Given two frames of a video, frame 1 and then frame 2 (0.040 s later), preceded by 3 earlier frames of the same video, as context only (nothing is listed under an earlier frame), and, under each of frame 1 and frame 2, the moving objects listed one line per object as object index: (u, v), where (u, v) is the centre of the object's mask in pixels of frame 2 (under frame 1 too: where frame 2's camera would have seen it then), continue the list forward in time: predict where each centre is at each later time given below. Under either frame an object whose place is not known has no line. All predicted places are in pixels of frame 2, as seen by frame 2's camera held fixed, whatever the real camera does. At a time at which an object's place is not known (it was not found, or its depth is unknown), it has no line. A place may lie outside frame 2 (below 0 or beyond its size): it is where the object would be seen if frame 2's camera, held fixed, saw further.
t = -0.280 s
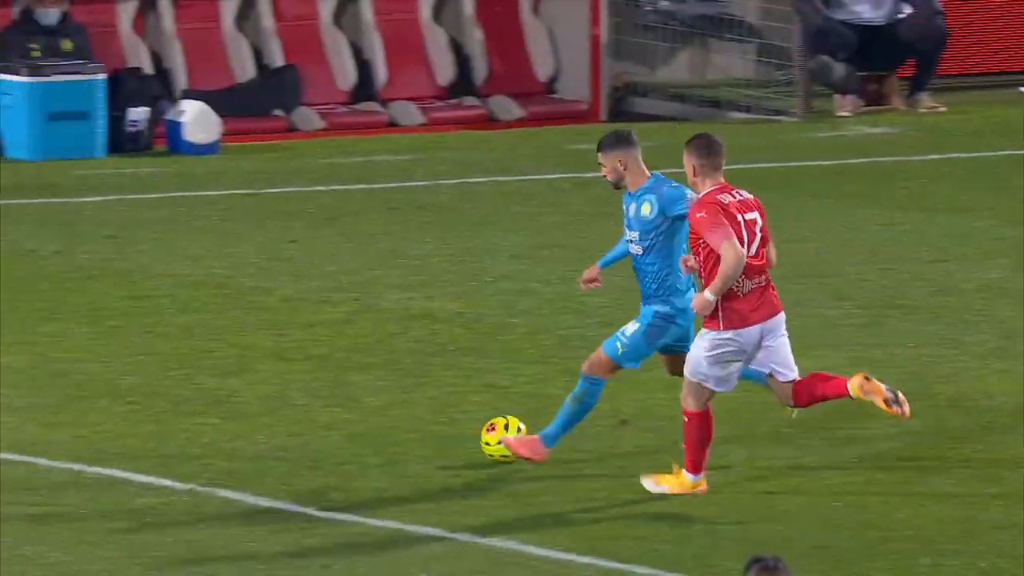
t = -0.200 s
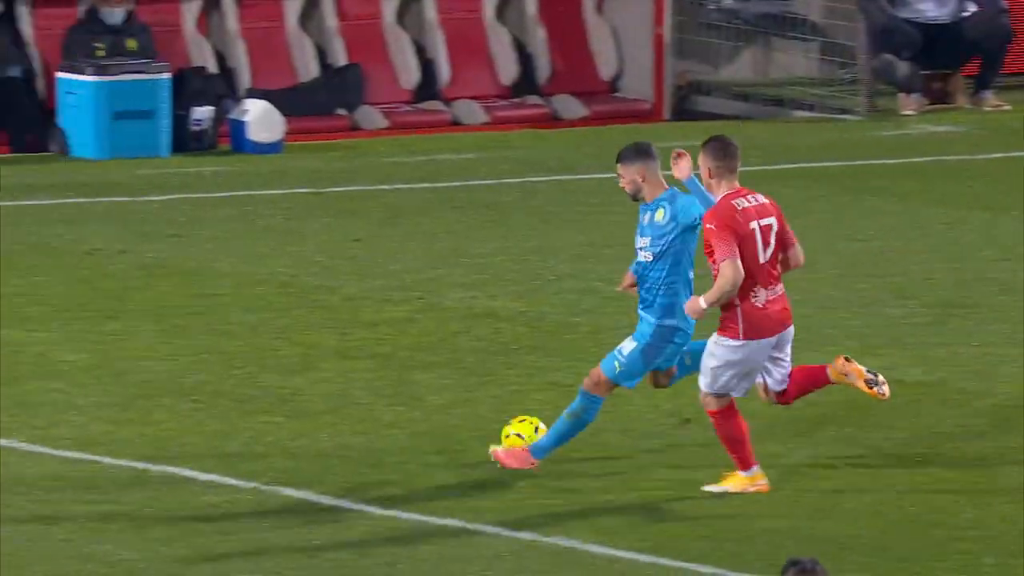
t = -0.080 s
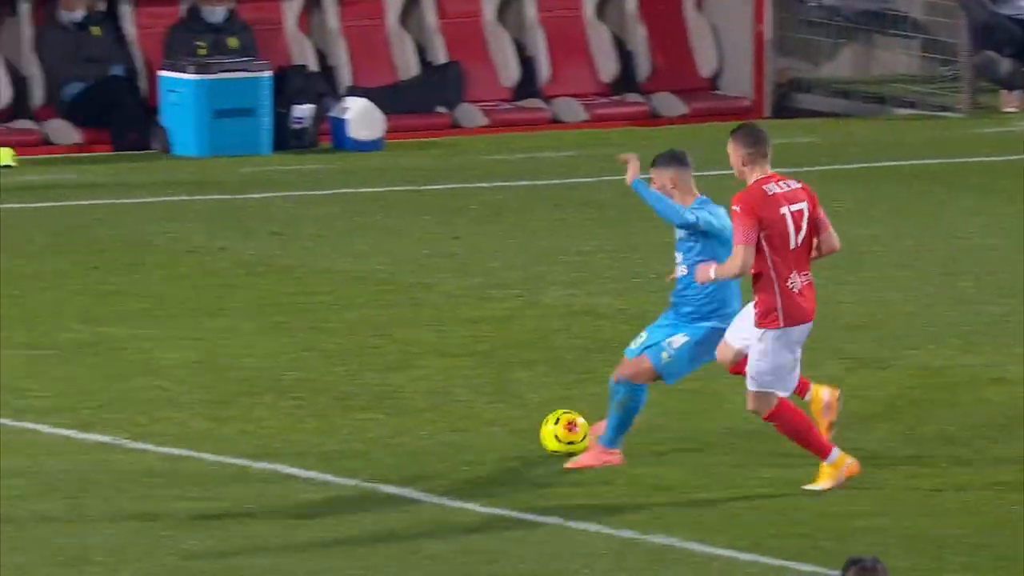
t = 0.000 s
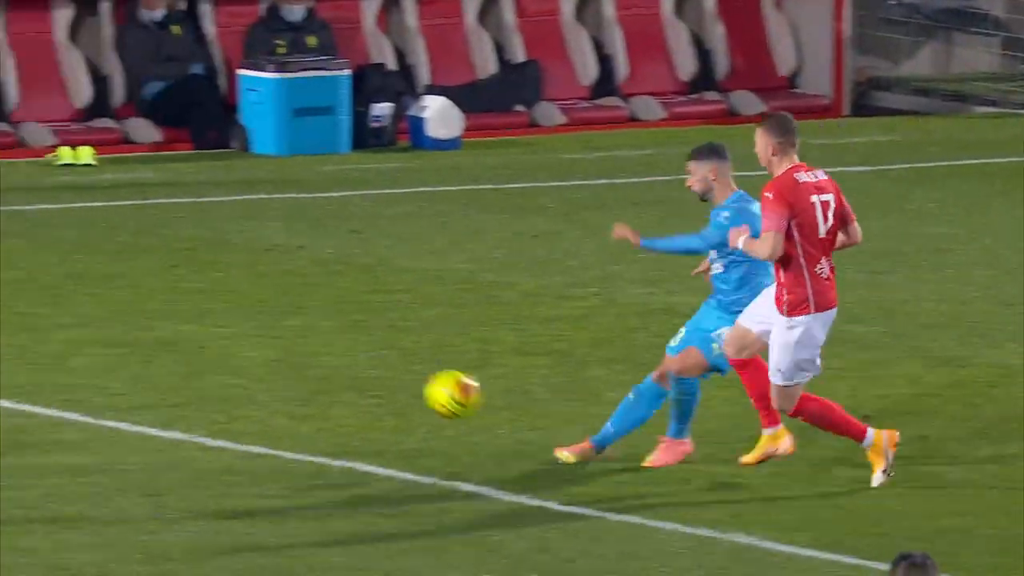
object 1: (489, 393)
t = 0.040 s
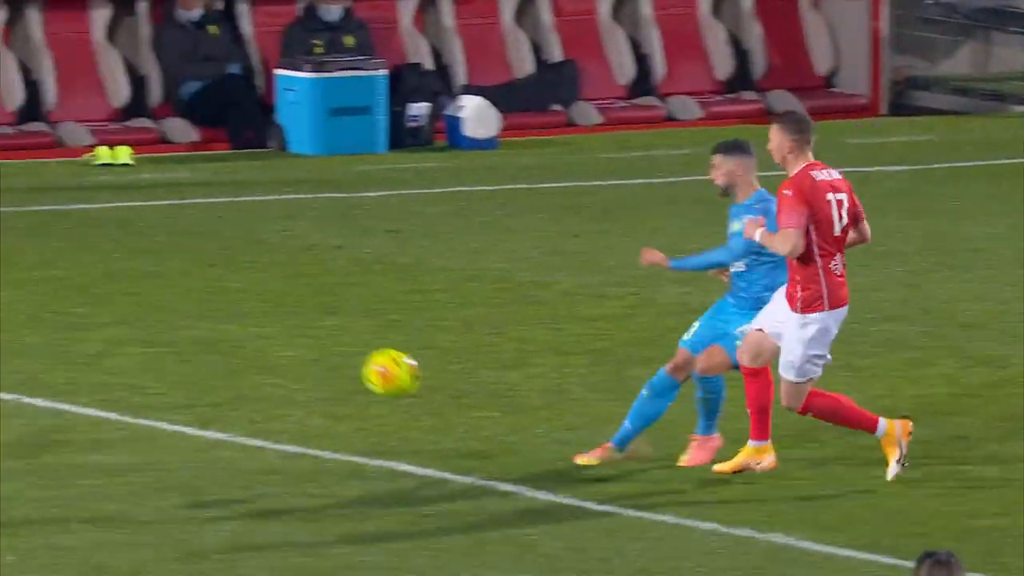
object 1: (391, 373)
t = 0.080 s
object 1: (269, 348)
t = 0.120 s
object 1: (171, 329)
